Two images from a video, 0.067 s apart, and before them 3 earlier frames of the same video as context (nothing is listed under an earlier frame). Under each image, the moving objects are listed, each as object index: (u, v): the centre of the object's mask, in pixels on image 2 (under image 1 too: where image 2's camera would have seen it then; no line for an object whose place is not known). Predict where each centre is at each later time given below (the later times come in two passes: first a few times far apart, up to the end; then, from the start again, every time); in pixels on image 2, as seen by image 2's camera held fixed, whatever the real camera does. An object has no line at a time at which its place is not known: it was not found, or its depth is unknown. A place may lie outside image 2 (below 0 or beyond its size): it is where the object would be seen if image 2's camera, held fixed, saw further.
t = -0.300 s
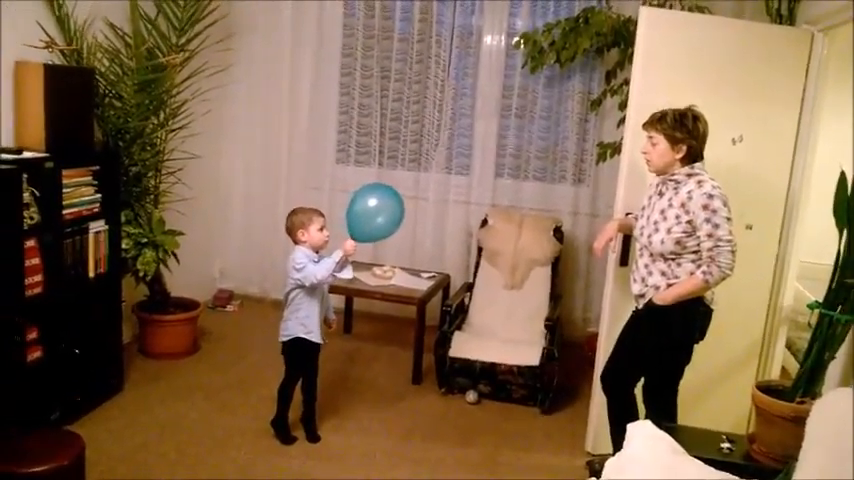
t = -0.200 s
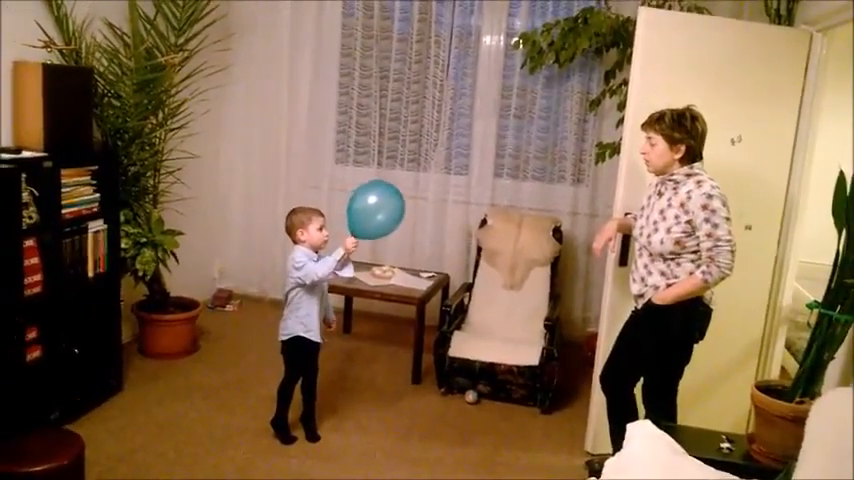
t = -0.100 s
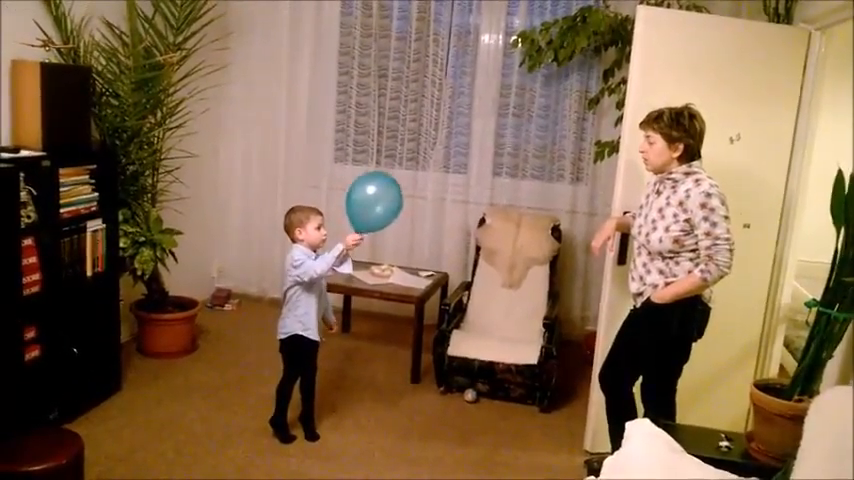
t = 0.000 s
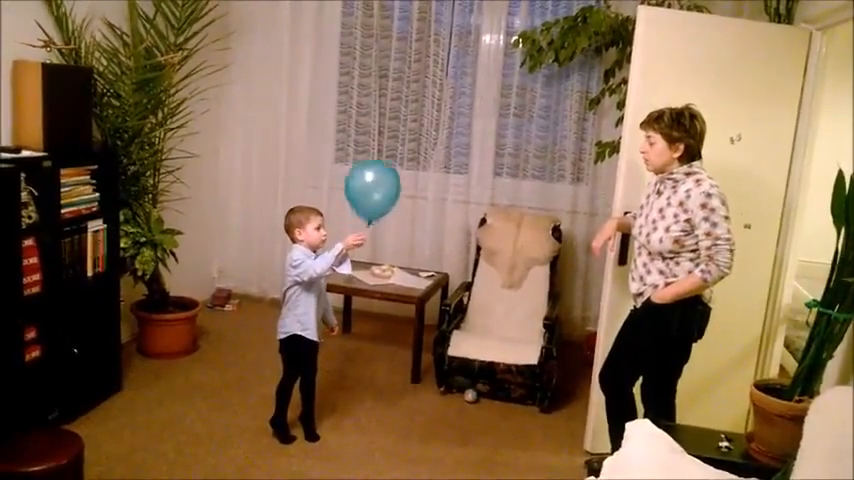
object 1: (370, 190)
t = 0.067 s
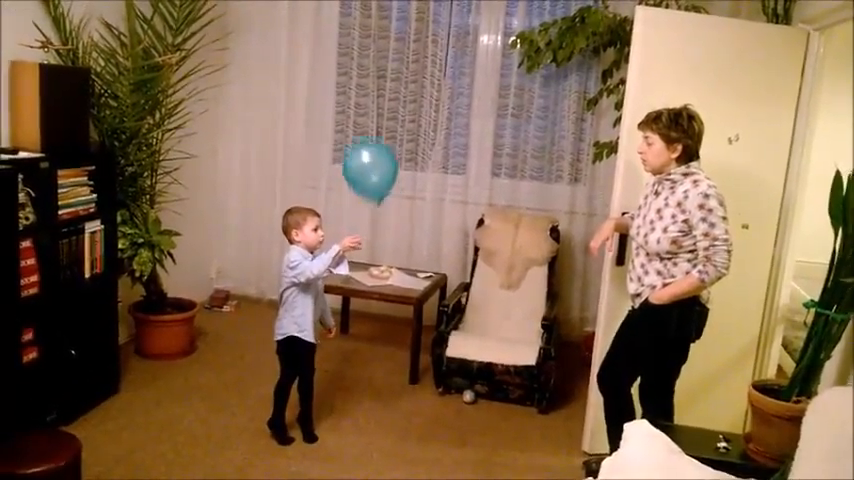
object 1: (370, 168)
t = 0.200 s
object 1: (355, 113)
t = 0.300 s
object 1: (337, 88)
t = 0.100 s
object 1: (369, 155)
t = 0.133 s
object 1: (366, 139)
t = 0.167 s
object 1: (362, 125)
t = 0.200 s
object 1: (355, 113)
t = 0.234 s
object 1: (349, 103)
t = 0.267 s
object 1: (342, 94)
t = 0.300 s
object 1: (337, 88)
